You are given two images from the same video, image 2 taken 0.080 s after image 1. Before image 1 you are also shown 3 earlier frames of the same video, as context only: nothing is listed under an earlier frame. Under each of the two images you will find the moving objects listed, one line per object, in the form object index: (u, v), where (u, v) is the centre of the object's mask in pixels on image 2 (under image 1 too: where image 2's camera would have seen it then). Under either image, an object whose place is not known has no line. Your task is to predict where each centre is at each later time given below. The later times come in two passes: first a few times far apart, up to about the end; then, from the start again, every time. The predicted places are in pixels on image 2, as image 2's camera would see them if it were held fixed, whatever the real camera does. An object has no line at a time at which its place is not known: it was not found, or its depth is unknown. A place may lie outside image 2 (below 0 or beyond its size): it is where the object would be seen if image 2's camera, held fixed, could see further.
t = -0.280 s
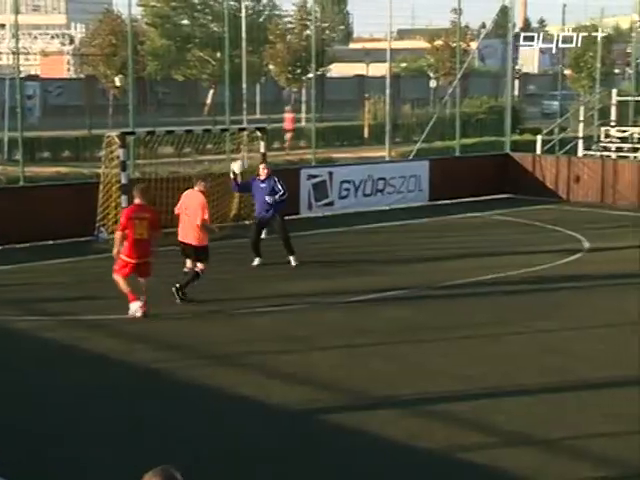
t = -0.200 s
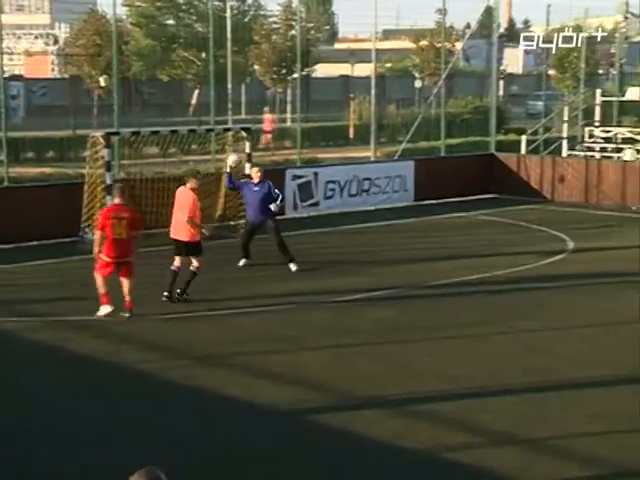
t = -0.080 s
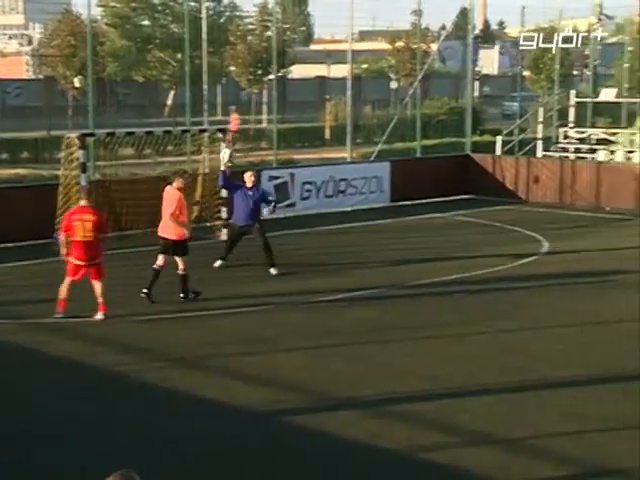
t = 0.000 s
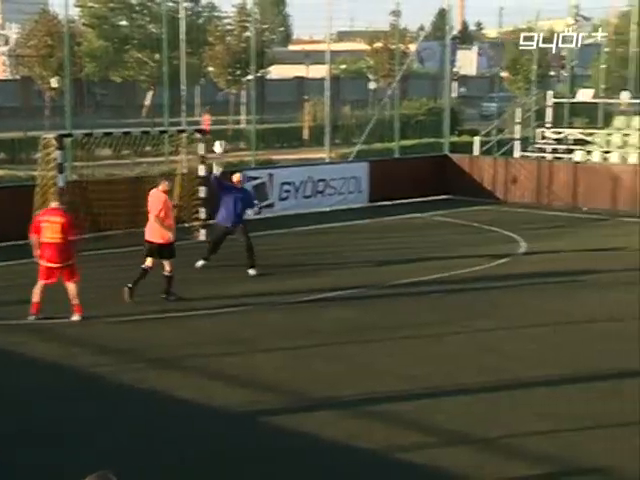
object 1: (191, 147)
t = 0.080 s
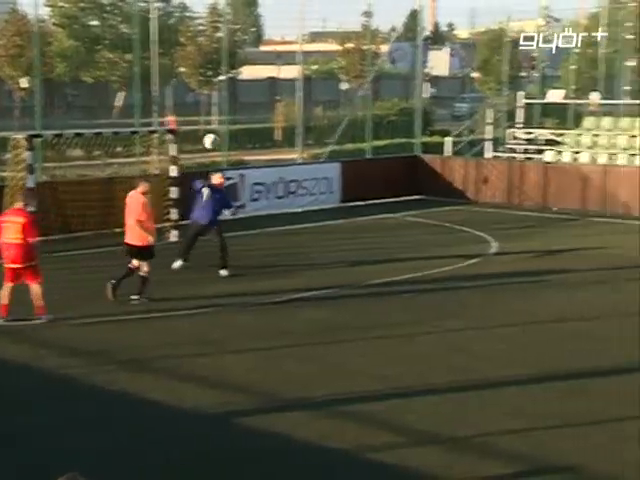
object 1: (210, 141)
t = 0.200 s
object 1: (241, 138)
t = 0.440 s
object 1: (318, 167)
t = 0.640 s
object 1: (398, 233)
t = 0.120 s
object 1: (220, 139)
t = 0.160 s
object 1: (230, 138)
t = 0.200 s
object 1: (241, 138)
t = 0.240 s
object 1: (252, 140)
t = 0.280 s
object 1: (264, 143)
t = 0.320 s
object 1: (277, 147)
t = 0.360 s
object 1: (290, 152)
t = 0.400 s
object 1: (302, 158)
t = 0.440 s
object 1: (318, 167)
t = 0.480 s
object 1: (333, 177)
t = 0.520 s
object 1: (349, 188)
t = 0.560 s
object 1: (364, 201)
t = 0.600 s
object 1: (380, 216)
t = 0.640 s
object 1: (398, 233)
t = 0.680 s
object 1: (416, 252)
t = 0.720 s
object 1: (437, 273)
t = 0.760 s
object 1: (459, 299)
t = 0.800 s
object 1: (482, 325)
